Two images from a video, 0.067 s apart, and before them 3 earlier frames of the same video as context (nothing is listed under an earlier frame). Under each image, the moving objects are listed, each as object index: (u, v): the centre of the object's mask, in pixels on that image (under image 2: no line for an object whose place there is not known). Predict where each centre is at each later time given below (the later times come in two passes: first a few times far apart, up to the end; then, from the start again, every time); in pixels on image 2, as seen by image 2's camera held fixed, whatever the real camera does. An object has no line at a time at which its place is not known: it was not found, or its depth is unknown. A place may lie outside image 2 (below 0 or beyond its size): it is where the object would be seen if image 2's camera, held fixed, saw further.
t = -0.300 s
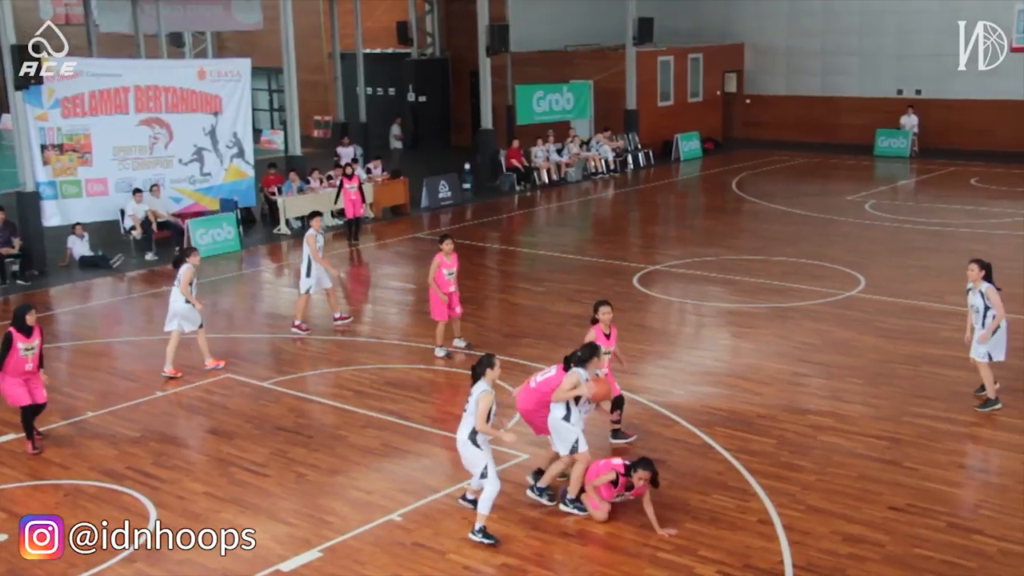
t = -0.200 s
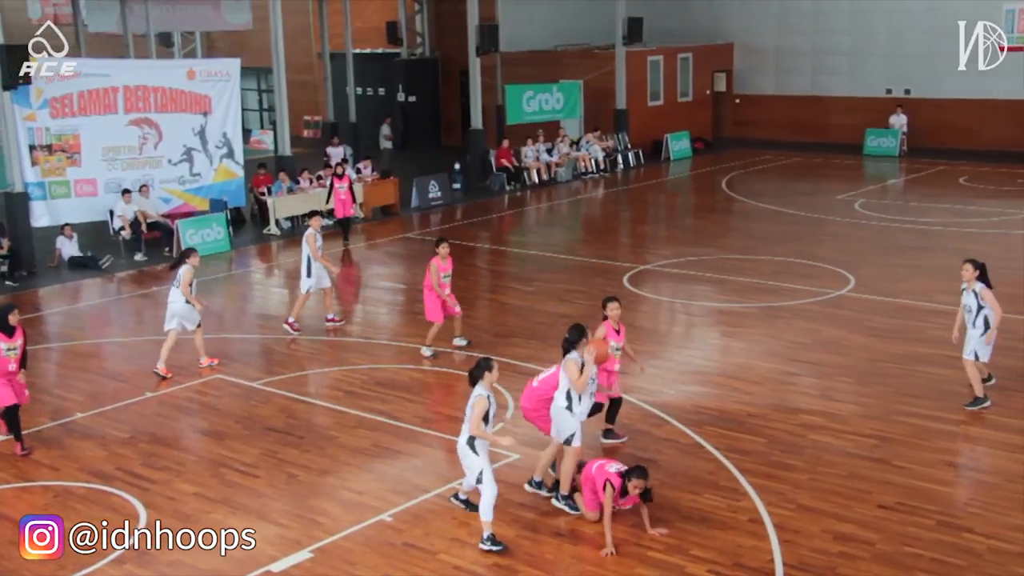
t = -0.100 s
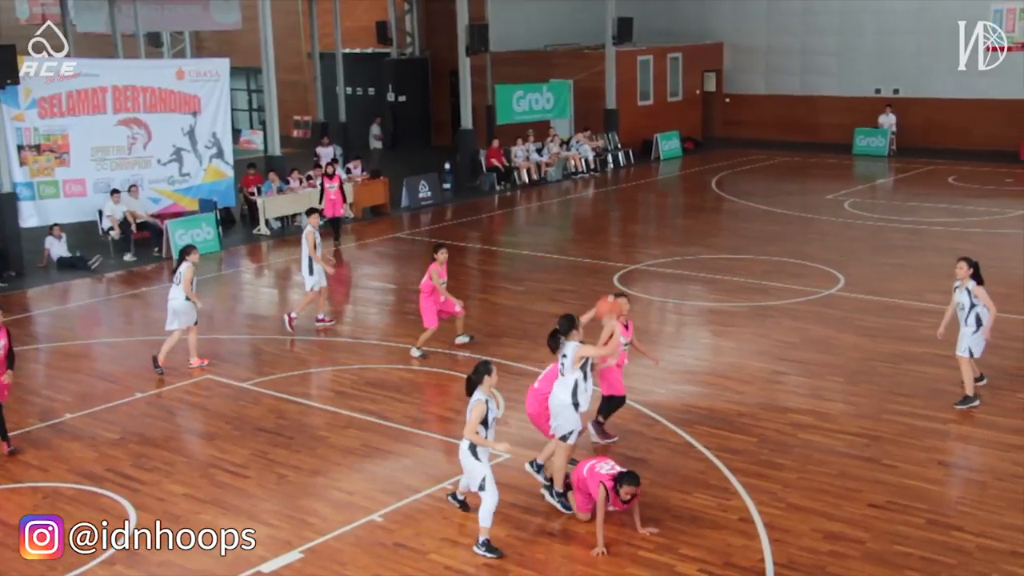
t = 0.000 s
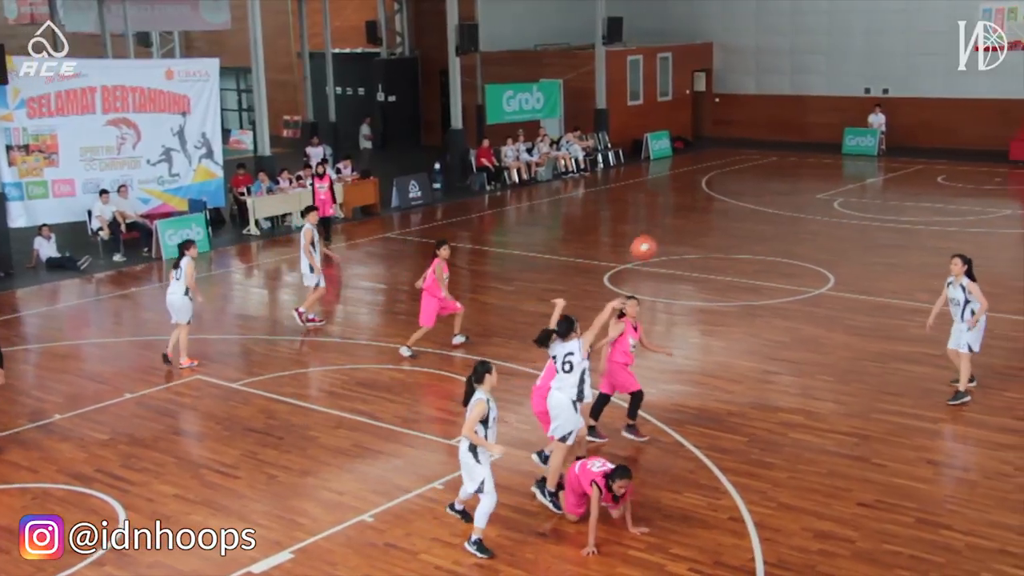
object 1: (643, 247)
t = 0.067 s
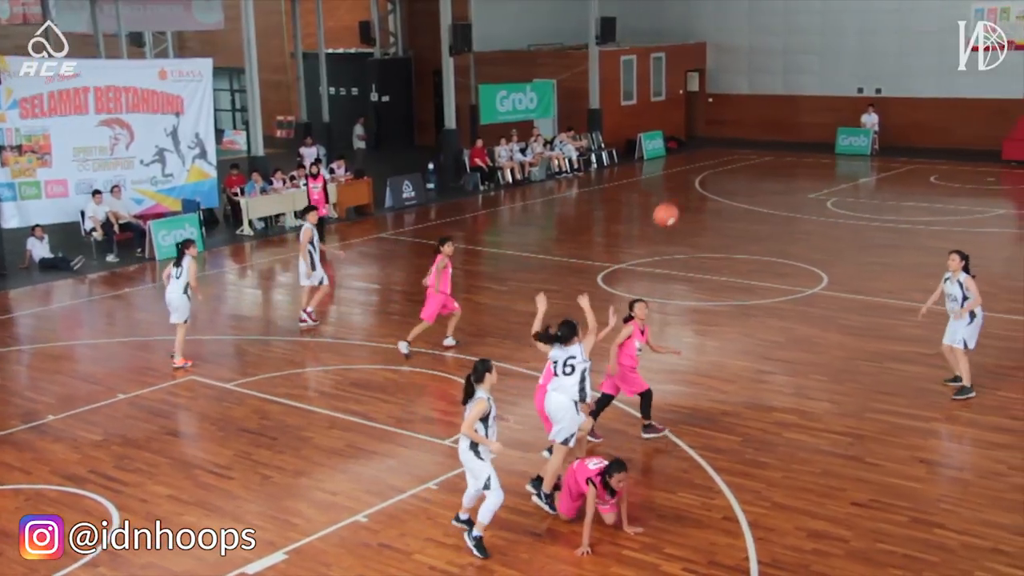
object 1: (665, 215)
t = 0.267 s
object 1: (743, 151)
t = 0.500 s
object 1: (817, 132)
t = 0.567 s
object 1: (835, 136)
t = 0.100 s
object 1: (679, 201)
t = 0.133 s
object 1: (692, 188)
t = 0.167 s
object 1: (705, 177)
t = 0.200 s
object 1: (718, 167)
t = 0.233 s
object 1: (730, 159)
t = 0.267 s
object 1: (743, 151)
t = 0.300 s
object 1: (754, 145)
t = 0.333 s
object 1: (765, 140)
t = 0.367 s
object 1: (776, 136)
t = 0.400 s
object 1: (787, 134)
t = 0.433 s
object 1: (797, 133)
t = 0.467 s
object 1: (807, 132)
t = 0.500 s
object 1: (817, 132)
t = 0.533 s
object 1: (826, 134)
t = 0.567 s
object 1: (835, 136)
